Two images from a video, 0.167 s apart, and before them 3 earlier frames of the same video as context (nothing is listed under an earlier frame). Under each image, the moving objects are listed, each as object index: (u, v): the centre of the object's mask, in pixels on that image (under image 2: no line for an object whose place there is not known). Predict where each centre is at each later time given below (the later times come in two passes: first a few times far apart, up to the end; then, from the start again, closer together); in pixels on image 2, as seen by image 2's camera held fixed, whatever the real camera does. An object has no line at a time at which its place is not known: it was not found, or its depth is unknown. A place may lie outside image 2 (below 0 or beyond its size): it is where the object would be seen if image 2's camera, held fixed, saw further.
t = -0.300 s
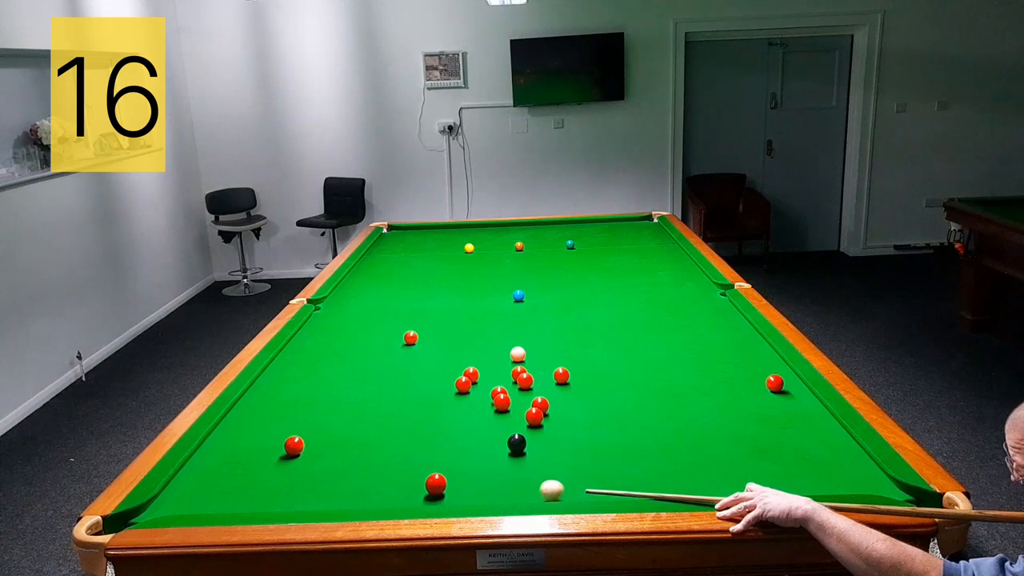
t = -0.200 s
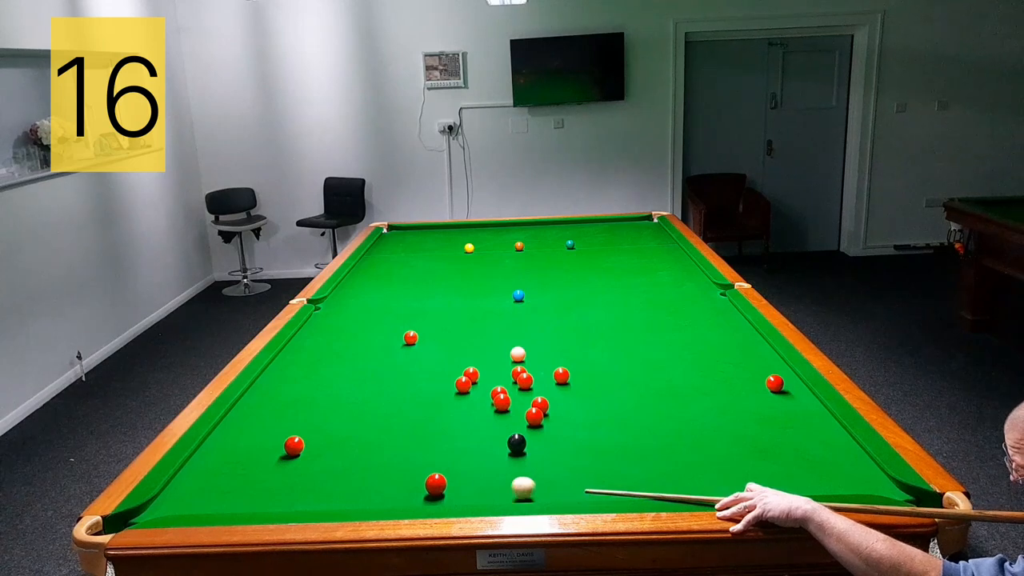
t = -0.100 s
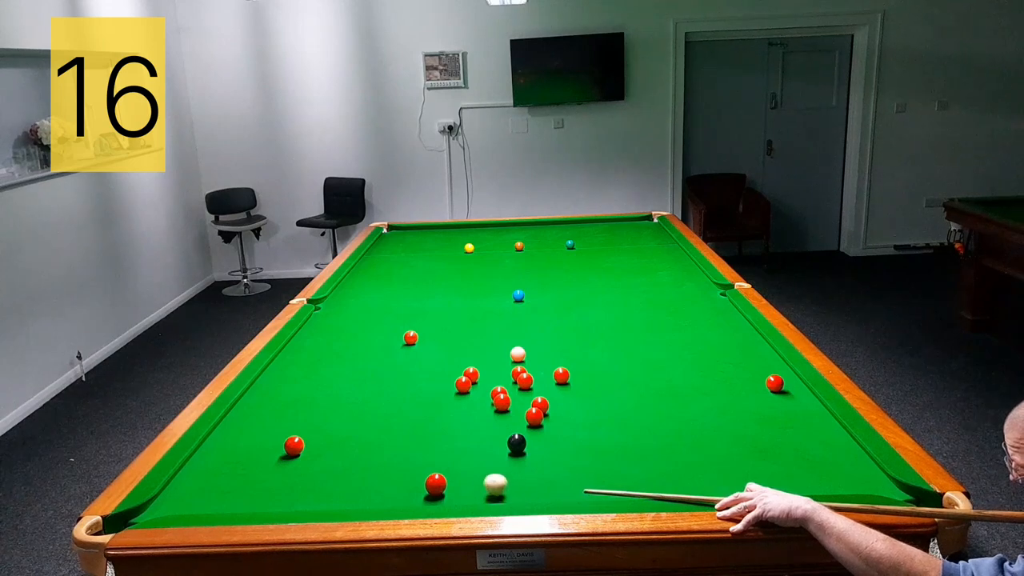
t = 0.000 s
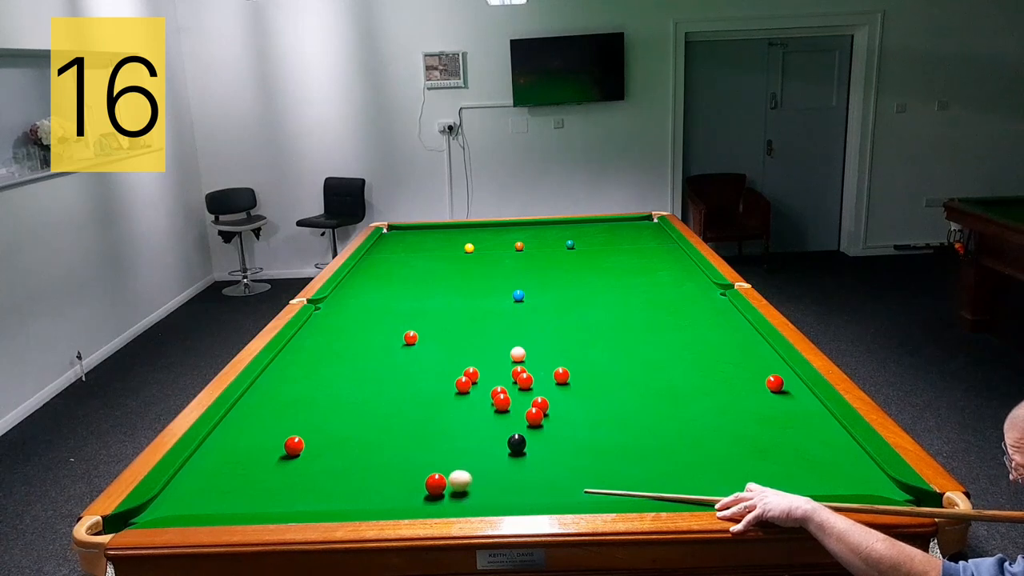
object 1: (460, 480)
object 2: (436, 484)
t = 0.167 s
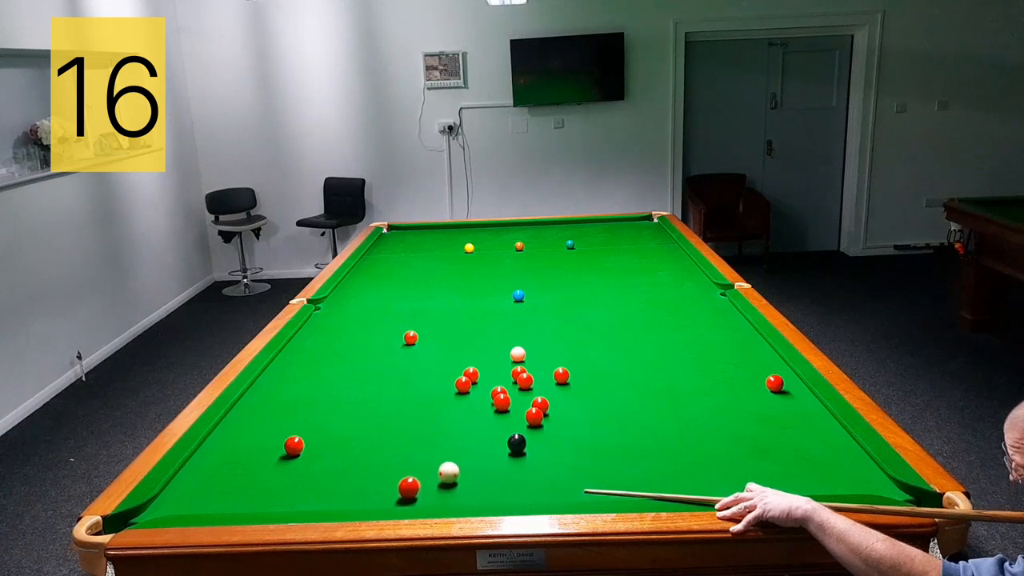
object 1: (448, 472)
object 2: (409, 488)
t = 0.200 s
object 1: (446, 471)
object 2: (404, 489)
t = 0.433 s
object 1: (433, 460)
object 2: (370, 493)
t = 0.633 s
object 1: (423, 452)
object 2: (342, 496)
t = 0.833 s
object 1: (414, 444)
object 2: (316, 499)
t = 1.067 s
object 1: (404, 437)
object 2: (287, 501)
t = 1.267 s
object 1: (396, 431)
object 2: (263, 503)
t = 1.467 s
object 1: (390, 426)
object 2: (242, 504)
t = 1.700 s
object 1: (383, 421)
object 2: (219, 506)
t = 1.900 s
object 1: (378, 417)
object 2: (200, 507)
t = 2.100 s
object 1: (373, 413)
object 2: (185, 508)
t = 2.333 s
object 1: (369, 409)
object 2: (169, 508)
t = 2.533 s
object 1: (366, 407)
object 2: (158, 509)
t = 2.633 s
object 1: (364, 406)
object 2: (153, 510)
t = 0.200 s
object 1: (446, 471)
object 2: (404, 489)
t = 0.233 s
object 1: (444, 469)
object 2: (399, 489)
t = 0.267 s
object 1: (443, 468)
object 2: (394, 490)
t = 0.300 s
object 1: (440, 466)
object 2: (389, 490)
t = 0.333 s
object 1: (439, 465)
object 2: (384, 491)
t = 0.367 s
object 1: (436, 463)
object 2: (379, 492)
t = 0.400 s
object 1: (435, 462)
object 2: (375, 492)
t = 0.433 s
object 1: (433, 460)
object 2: (370, 493)
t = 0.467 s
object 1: (431, 459)
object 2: (365, 493)
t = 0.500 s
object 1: (429, 457)
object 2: (361, 494)
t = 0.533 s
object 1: (428, 456)
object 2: (356, 494)
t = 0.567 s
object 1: (426, 455)
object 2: (351, 495)
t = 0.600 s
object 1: (424, 453)
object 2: (347, 496)
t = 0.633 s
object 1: (423, 452)
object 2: (342, 496)
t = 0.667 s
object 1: (421, 451)
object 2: (337, 497)
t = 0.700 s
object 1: (420, 449)
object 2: (333, 497)
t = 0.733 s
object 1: (418, 448)
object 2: (329, 498)
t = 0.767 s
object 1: (416, 447)
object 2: (324, 498)
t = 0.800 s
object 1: (415, 446)
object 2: (320, 498)
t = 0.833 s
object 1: (414, 444)
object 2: (316, 499)
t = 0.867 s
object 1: (412, 443)
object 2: (311, 499)
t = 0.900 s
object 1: (411, 442)
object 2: (307, 499)
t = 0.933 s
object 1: (409, 441)
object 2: (303, 500)
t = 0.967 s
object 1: (408, 440)
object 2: (299, 500)
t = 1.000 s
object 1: (406, 439)
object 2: (295, 500)
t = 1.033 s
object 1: (405, 438)
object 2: (291, 501)
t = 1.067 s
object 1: (404, 437)
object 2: (287, 501)
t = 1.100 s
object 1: (402, 436)
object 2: (282, 501)
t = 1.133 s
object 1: (401, 435)
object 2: (279, 502)
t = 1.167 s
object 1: (400, 434)
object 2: (275, 502)
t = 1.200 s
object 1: (399, 433)
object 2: (271, 502)
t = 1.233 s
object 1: (397, 432)
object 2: (267, 503)
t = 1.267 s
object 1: (396, 431)
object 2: (263, 503)
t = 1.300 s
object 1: (395, 430)
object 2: (260, 503)
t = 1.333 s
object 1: (394, 429)
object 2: (256, 503)
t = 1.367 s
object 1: (393, 429)
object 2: (252, 504)
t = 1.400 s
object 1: (392, 428)
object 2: (249, 504)
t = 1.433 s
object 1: (391, 427)
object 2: (245, 504)
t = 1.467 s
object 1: (390, 426)
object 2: (242, 504)
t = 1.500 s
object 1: (389, 425)
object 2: (238, 505)
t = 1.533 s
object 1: (388, 424)
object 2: (235, 505)
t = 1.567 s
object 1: (387, 424)
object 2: (232, 505)
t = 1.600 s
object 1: (386, 423)
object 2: (228, 505)
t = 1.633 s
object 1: (385, 422)
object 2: (225, 506)
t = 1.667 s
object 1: (384, 421)
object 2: (222, 506)
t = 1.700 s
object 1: (383, 421)
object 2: (219, 506)
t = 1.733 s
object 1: (382, 420)
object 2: (216, 506)
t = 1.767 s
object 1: (381, 419)
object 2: (212, 506)
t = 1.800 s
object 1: (380, 419)
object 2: (209, 506)
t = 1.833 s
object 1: (379, 418)
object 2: (206, 507)
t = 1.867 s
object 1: (379, 417)
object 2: (203, 507)
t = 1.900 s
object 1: (378, 417)
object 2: (200, 507)
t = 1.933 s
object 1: (377, 416)
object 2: (197, 507)
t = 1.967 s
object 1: (376, 415)
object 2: (195, 507)
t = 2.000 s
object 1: (375, 415)
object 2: (192, 508)
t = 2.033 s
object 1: (375, 414)
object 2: (189, 508)
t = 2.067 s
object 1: (374, 414)
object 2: (187, 508)
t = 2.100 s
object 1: (373, 413)
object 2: (185, 508)
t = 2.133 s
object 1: (373, 412)
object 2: (182, 508)
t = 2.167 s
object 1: (372, 412)
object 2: (180, 508)
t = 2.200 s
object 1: (371, 411)
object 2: (178, 508)
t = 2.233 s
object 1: (371, 411)
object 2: (176, 508)
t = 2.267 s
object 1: (370, 411)
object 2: (173, 508)
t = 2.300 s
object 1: (369, 410)
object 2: (171, 508)
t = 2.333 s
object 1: (369, 409)
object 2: (169, 508)
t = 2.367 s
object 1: (368, 409)
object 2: (167, 508)
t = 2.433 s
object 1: (367, 408)
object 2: (163, 509)
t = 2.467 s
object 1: (367, 408)
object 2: (161, 509)
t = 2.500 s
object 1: (366, 407)
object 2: (159, 509)
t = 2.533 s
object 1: (366, 407)
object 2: (158, 509)
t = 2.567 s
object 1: (365, 406)
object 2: (156, 509)
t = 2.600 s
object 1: (365, 406)
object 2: (154, 509)
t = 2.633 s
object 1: (364, 406)
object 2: (153, 510)
